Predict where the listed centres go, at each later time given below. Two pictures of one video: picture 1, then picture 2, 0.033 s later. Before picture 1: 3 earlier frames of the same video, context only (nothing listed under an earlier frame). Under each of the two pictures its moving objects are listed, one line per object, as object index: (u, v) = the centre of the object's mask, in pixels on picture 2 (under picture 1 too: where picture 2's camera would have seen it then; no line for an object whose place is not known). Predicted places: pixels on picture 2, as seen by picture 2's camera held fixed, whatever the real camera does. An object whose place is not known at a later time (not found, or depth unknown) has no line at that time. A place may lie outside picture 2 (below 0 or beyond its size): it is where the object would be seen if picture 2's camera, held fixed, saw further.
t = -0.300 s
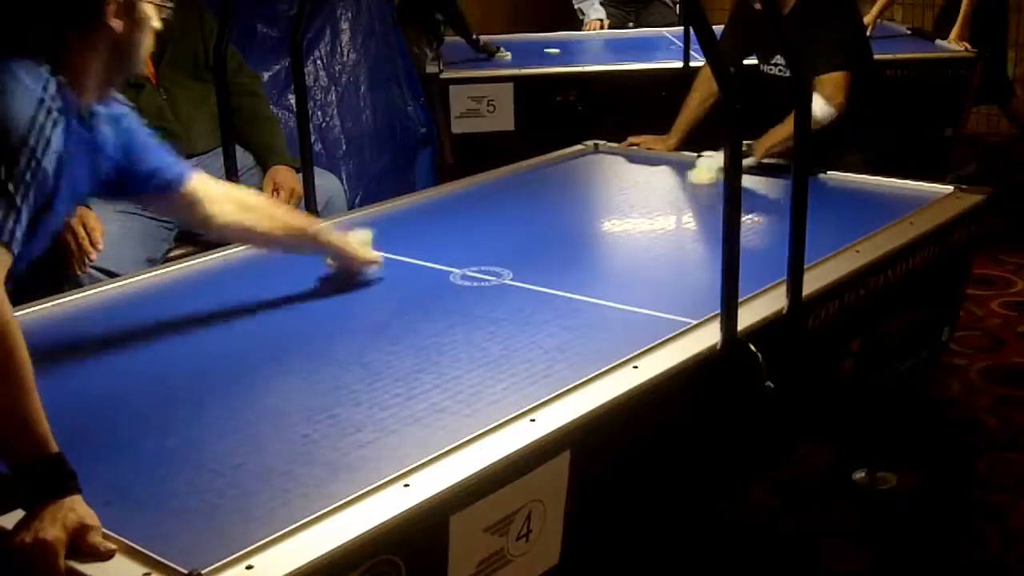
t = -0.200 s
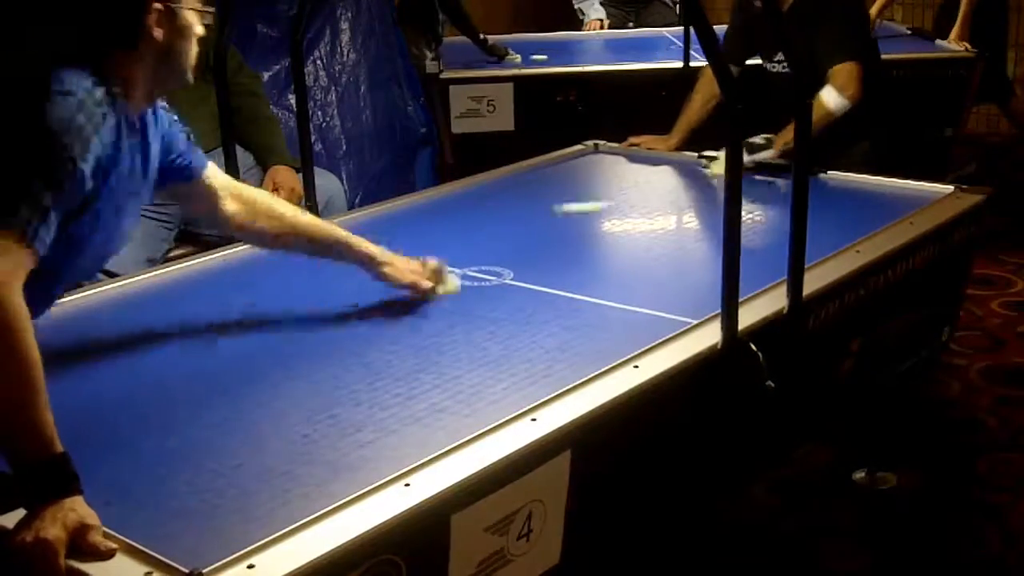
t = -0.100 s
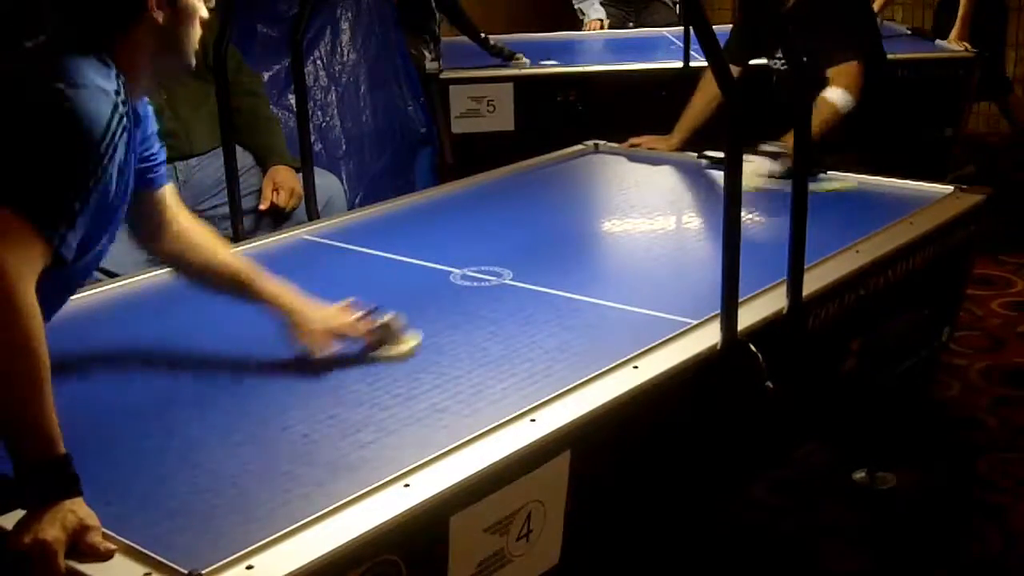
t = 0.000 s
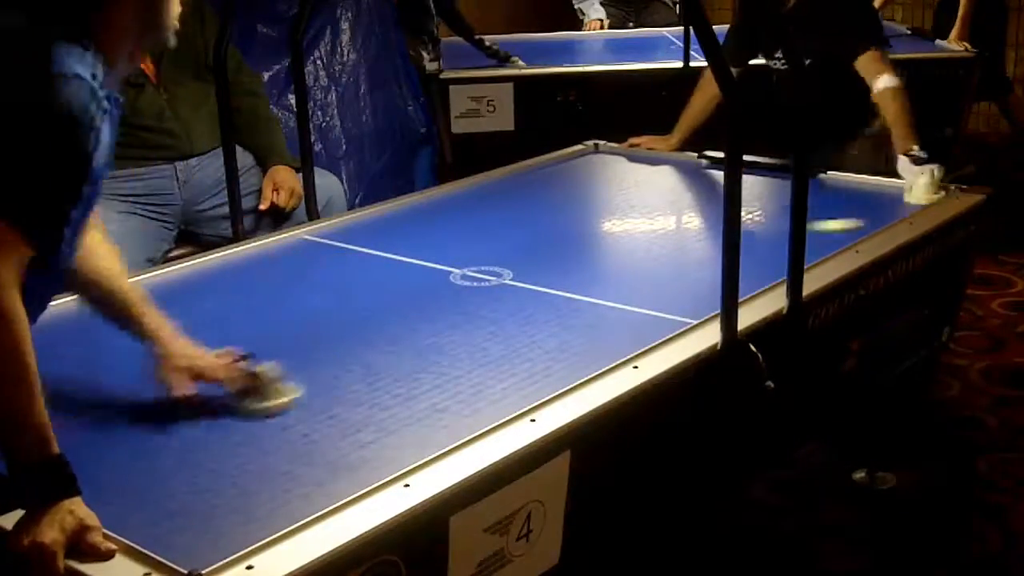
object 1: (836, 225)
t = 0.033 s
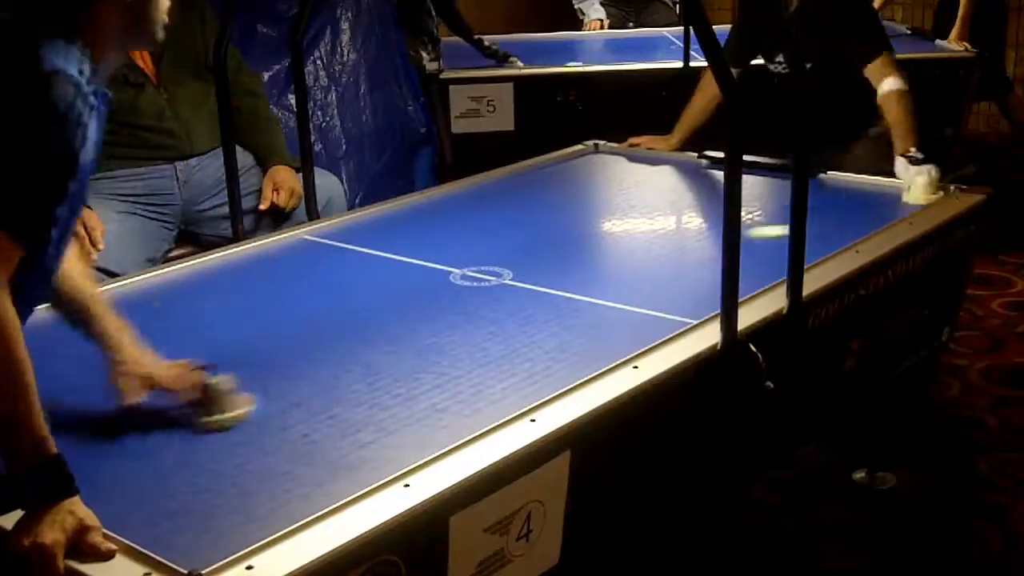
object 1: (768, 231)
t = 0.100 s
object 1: (640, 244)
